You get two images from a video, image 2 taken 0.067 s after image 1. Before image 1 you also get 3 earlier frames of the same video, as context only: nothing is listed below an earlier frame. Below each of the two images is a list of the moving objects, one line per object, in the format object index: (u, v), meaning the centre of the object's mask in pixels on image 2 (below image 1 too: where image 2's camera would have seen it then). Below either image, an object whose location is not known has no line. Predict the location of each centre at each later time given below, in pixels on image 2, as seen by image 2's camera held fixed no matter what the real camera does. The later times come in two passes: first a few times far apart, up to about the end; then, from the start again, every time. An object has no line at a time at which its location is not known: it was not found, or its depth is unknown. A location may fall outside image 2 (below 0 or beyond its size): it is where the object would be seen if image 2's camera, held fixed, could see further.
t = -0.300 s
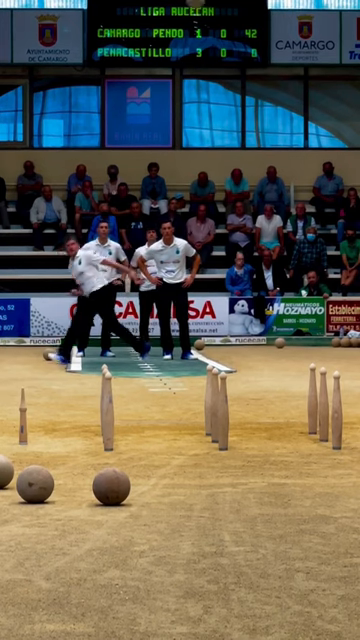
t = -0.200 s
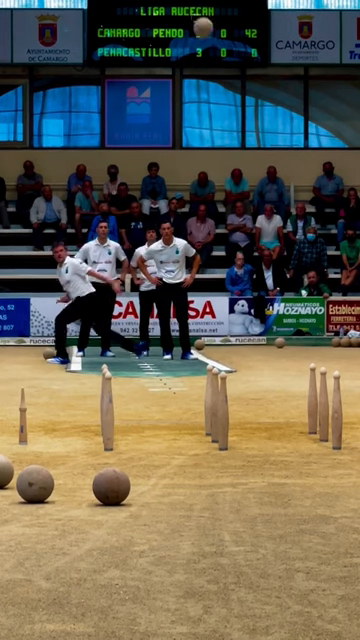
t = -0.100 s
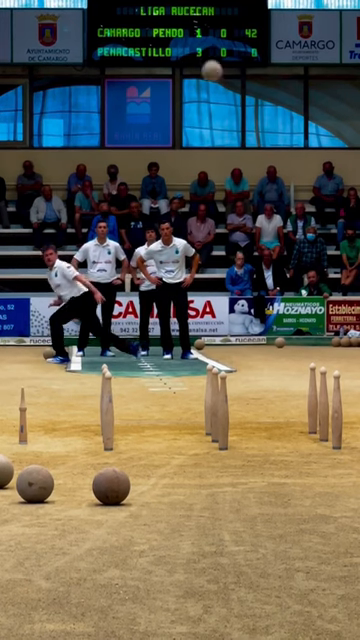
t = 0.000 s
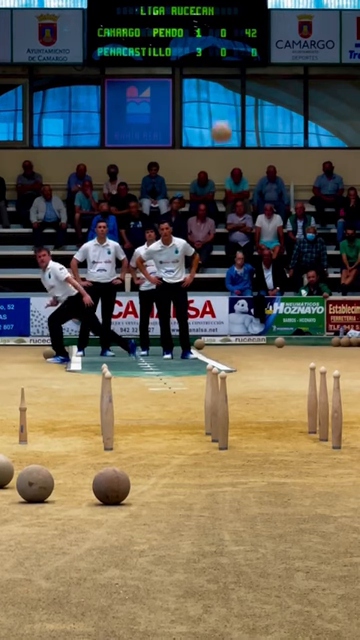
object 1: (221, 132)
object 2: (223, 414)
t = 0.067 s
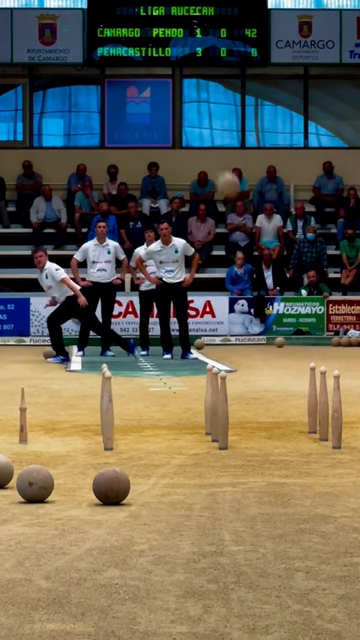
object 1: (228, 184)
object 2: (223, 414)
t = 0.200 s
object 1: (244, 318)
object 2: (223, 414)
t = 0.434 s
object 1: (235, 409)
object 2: (223, 414)
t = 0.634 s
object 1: (234, 430)
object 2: (223, 413)
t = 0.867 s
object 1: (256, 440)
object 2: (194, 435)
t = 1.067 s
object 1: (282, 447)
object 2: (172, 459)
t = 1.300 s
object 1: (312, 456)
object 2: (158, 463)
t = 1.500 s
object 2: (156, 463)
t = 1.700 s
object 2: (156, 463)
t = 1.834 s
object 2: (156, 463)
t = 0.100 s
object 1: (232, 213)
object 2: (223, 414)
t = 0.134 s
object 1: (236, 245)
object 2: (223, 414)
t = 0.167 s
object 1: (240, 280)
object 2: (223, 414)
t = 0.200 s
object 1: (244, 318)
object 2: (223, 414)
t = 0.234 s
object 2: (223, 414)
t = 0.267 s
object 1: (252, 403)
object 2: (223, 414)
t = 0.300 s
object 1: (252, 420)
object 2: (223, 414)
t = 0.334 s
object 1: (247, 414)
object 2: (223, 414)
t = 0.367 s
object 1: (242, 411)
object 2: (223, 414)
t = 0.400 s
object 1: (237, 408)
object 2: (223, 414)
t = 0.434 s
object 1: (235, 409)
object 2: (223, 414)
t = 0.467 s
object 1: (234, 409)
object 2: (223, 414)
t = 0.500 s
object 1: (234, 409)
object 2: (223, 414)
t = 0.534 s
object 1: (234, 411)
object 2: (223, 414)
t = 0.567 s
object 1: (234, 416)
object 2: (223, 414)
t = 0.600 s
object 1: (234, 421)
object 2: (223, 413)
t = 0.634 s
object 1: (234, 430)
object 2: (223, 413)
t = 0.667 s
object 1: (231, 437)
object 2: (219, 411)
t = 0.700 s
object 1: (234, 435)
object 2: (215, 410)
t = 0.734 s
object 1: (238, 435)
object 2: (211, 411)
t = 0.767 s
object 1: (243, 436)
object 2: (206, 415)
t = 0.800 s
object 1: (247, 439)
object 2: (202, 420)
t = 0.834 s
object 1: (252, 440)
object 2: (197, 426)
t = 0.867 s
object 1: (256, 440)
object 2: (194, 435)
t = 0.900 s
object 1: (260, 441)
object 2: (192, 442)
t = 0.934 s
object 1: (264, 442)
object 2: (186, 449)
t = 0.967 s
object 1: (269, 444)
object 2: (182, 456)
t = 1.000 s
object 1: (273, 444)
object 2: (178, 457)
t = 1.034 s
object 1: (277, 445)
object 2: (175, 458)
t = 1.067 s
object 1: (282, 447)
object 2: (172, 459)
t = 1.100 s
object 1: (286, 448)
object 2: (169, 460)
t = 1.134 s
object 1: (290, 449)
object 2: (167, 460)
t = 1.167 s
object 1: (294, 451)
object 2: (164, 461)
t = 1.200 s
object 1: (299, 452)
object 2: (162, 461)
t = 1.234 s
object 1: (303, 453)
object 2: (160, 462)
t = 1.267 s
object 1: (308, 454)
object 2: (159, 462)
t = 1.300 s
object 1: (312, 456)
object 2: (158, 463)
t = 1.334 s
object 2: (157, 463)
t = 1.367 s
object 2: (157, 463)
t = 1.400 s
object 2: (157, 463)
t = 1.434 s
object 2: (156, 463)
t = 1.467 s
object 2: (156, 463)
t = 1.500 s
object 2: (156, 463)
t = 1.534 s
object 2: (156, 463)
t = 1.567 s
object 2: (156, 463)
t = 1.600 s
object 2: (156, 463)
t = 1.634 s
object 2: (156, 463)
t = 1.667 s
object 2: (156, 463)
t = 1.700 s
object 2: (156, 463)
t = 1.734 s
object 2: (156, 463)
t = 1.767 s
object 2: (156, 463)
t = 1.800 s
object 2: (156, 463)
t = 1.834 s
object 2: (156, 463)
